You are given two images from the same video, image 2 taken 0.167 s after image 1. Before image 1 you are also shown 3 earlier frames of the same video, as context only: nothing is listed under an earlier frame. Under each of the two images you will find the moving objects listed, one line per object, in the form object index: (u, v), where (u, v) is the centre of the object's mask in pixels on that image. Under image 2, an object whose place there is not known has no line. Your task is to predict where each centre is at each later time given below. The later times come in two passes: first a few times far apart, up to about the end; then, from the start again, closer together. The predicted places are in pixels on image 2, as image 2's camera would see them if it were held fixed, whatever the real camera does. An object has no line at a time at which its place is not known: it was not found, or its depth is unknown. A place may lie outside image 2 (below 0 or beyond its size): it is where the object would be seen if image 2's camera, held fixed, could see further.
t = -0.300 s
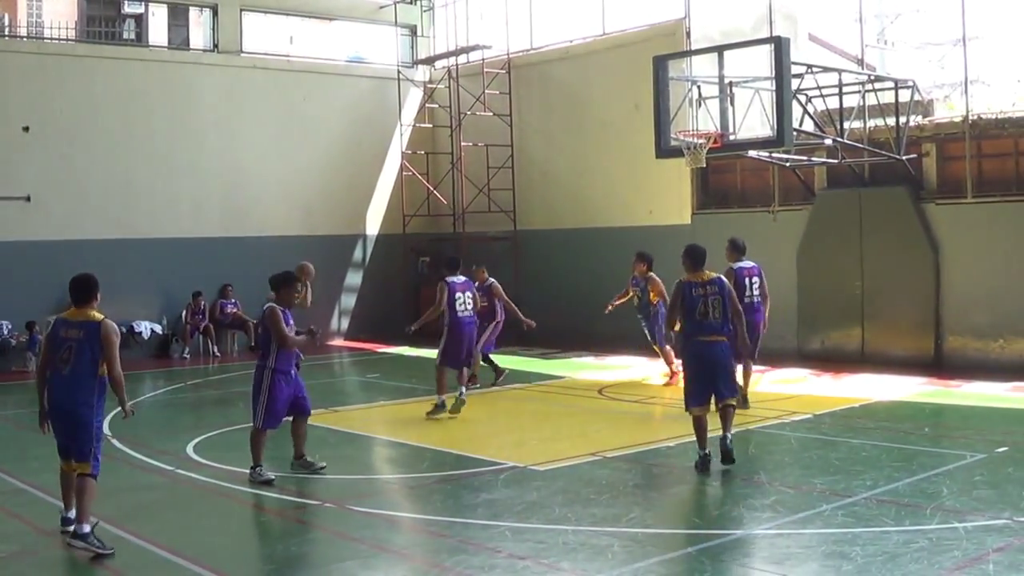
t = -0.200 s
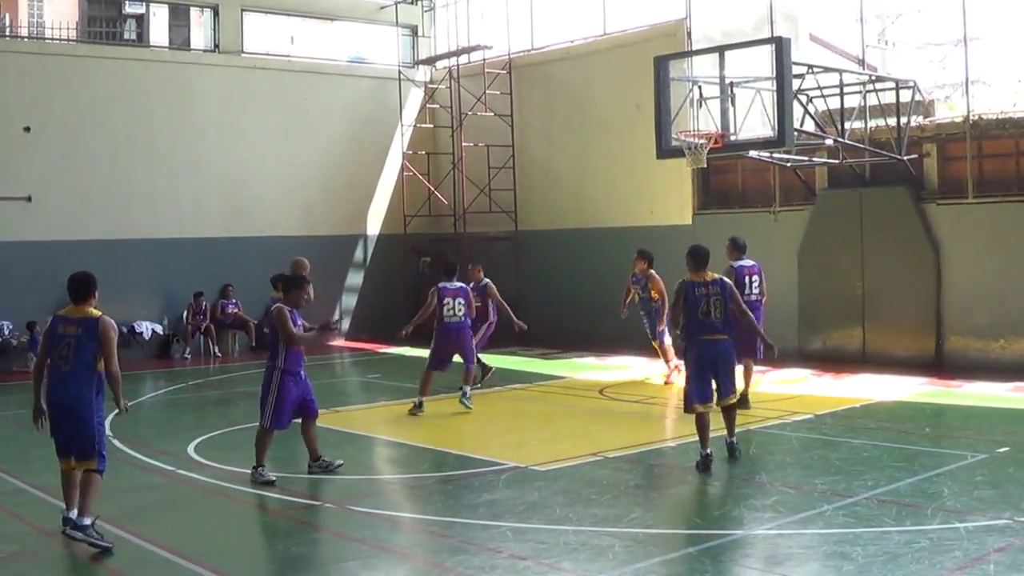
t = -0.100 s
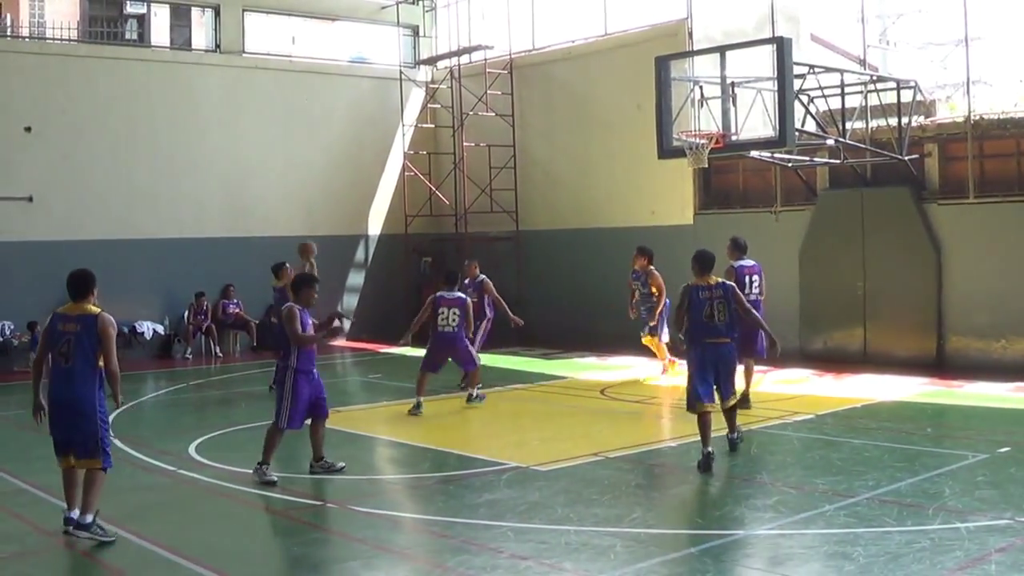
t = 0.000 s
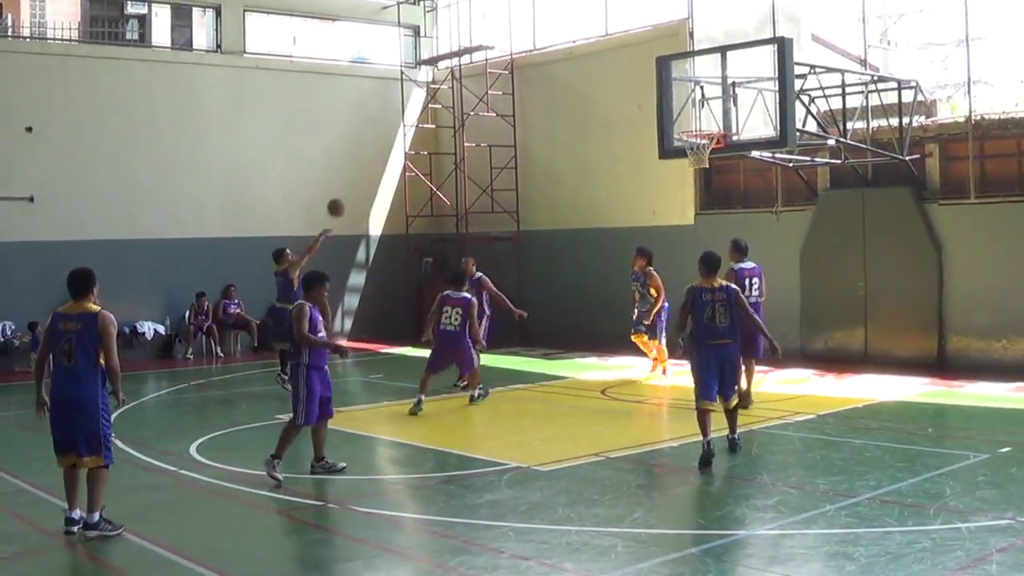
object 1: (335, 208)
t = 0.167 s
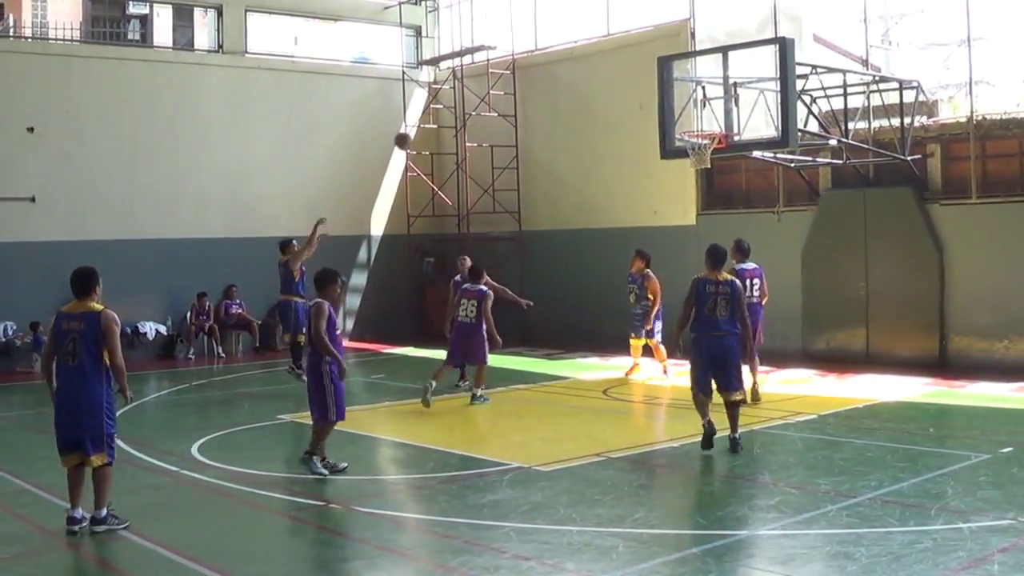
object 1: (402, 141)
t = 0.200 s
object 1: (415, 130)
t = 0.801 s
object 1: (654, 98)
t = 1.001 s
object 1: (710, 108)
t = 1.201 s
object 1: (706, 87)
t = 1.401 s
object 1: (702, 97)
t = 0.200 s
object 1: (415, 130)
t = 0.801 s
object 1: (654, 98)
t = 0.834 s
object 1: (667, 105)
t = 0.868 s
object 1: (681, 112)
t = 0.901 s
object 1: (693, 121)
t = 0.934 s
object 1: (702, 122)
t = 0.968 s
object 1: (708, 115)
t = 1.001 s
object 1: (710, 108)
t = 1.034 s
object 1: (710, 102)
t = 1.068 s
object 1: (709, 97)
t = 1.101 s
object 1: (708, 93)
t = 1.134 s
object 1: (708, 91)
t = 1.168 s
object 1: (707, 89)
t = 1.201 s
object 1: (706, 87)
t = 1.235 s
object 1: (705, 87)
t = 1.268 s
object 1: (705, 87)
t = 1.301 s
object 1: (704, 89)
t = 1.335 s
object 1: (704, 90)
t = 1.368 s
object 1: (703, 93)
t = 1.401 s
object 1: (702, 97)
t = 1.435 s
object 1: (702, 103)
